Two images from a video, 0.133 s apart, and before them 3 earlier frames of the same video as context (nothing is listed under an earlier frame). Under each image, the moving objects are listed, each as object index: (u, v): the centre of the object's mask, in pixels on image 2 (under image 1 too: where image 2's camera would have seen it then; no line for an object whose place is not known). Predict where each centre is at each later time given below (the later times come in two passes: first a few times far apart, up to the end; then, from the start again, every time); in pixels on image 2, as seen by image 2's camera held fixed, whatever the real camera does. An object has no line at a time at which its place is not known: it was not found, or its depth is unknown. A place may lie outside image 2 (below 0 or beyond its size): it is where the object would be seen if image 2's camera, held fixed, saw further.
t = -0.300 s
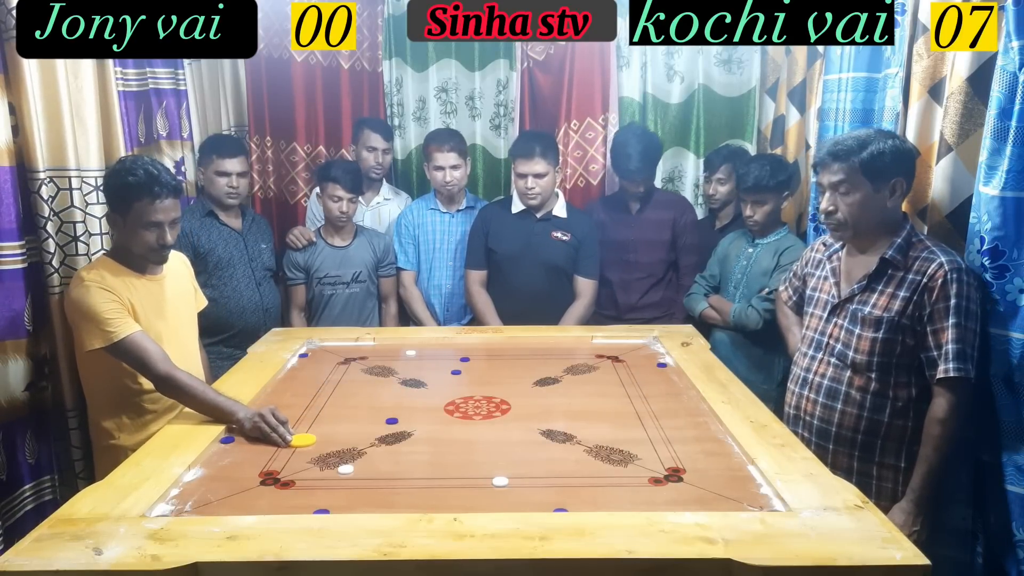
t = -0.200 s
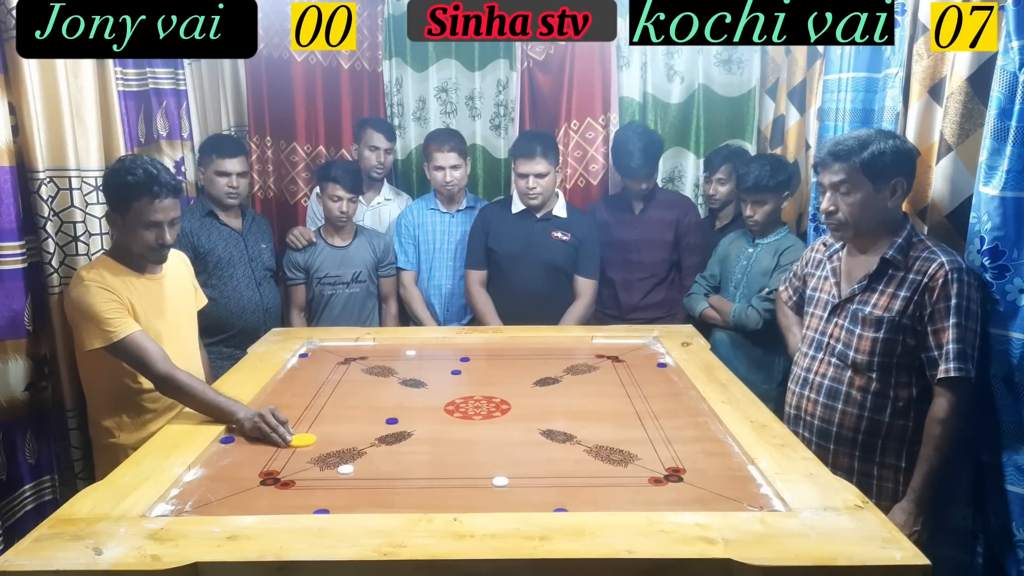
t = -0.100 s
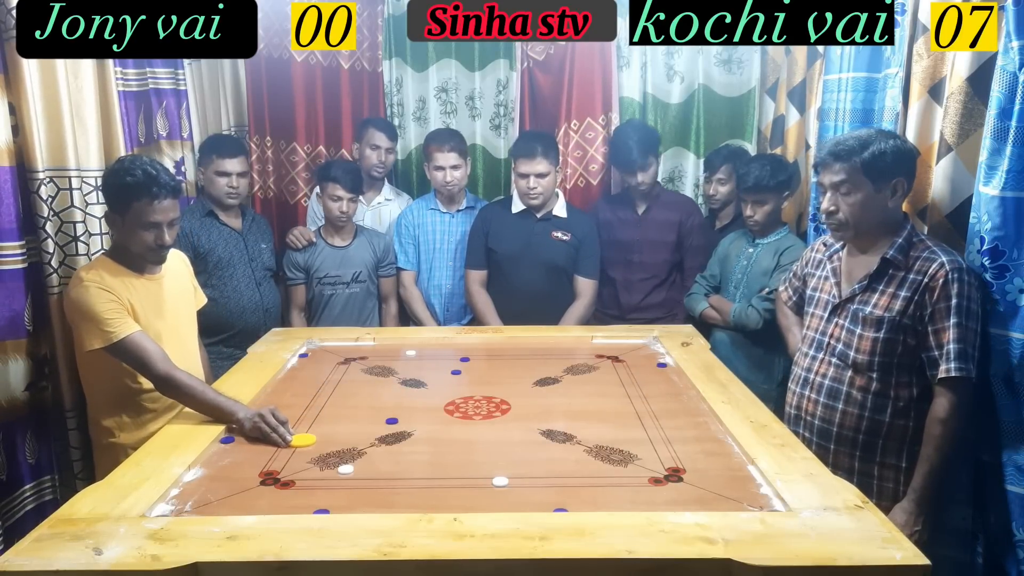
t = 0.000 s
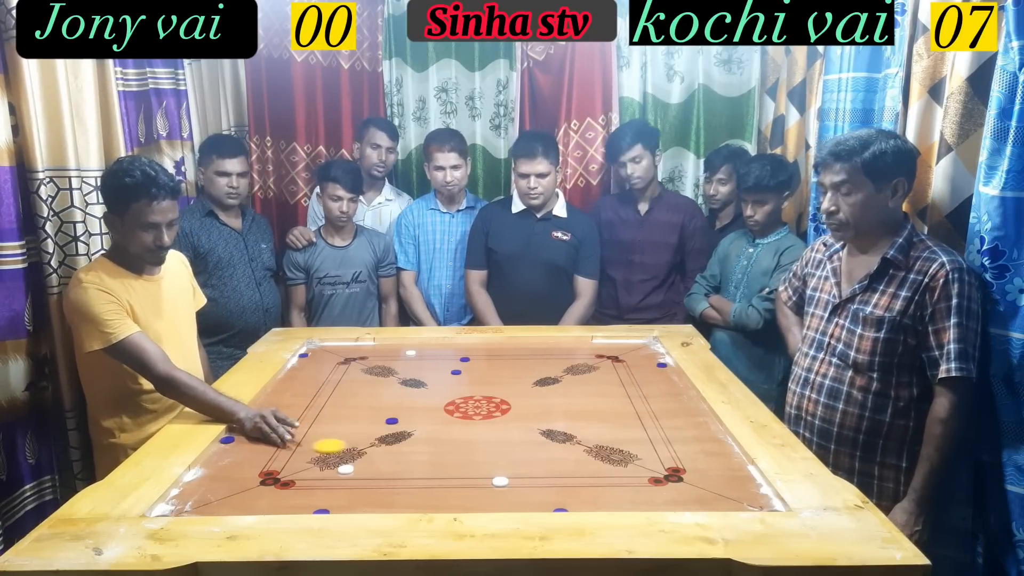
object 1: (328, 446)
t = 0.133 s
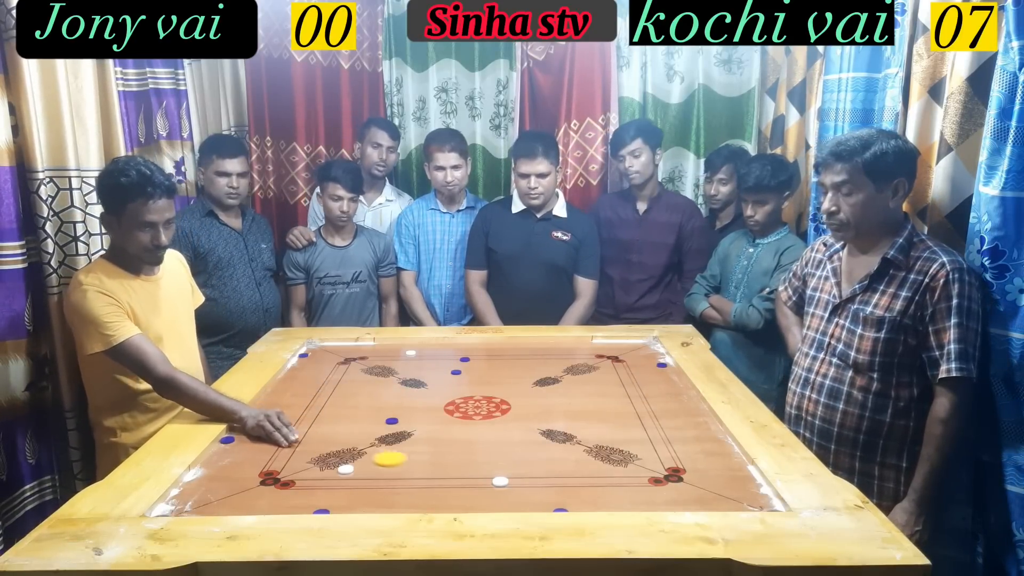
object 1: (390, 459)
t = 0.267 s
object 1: (449, 470)
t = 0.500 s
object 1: (521, 482)
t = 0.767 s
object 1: (568, 487)
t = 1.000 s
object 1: (582, 488)
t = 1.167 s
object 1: (582, 488)
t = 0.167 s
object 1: (404, 461)
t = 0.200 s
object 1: (419, 465)
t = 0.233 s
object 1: (434, 467)
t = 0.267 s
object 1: (449, 470)
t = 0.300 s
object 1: (463, 473)
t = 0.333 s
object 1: (477, 475)
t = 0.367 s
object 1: (487, 477)
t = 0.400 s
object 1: (496, 478)
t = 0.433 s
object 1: (505, 479)
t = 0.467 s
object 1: (513, 481)
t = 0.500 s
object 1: (521, 482)
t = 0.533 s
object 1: (528, 483)
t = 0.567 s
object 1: (535, 484)
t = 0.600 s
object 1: (542, 485)
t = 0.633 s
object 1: (548, 485)
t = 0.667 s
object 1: (554, 486)
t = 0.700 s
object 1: (559, 487)
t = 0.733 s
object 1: (563, 487)
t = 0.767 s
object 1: (568, 487)
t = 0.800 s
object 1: (571, 488)
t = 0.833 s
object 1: (574, 488)
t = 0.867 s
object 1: (577, 488)
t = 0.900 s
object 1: (579, 488)
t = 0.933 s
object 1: (581, 488)
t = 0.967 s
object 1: (582, 488)
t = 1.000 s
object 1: (582, 488)
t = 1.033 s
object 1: (582, 488)
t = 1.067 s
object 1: (582, 488)
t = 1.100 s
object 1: (582, 488)
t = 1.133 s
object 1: (582, 488)
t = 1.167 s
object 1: (582, 488)
